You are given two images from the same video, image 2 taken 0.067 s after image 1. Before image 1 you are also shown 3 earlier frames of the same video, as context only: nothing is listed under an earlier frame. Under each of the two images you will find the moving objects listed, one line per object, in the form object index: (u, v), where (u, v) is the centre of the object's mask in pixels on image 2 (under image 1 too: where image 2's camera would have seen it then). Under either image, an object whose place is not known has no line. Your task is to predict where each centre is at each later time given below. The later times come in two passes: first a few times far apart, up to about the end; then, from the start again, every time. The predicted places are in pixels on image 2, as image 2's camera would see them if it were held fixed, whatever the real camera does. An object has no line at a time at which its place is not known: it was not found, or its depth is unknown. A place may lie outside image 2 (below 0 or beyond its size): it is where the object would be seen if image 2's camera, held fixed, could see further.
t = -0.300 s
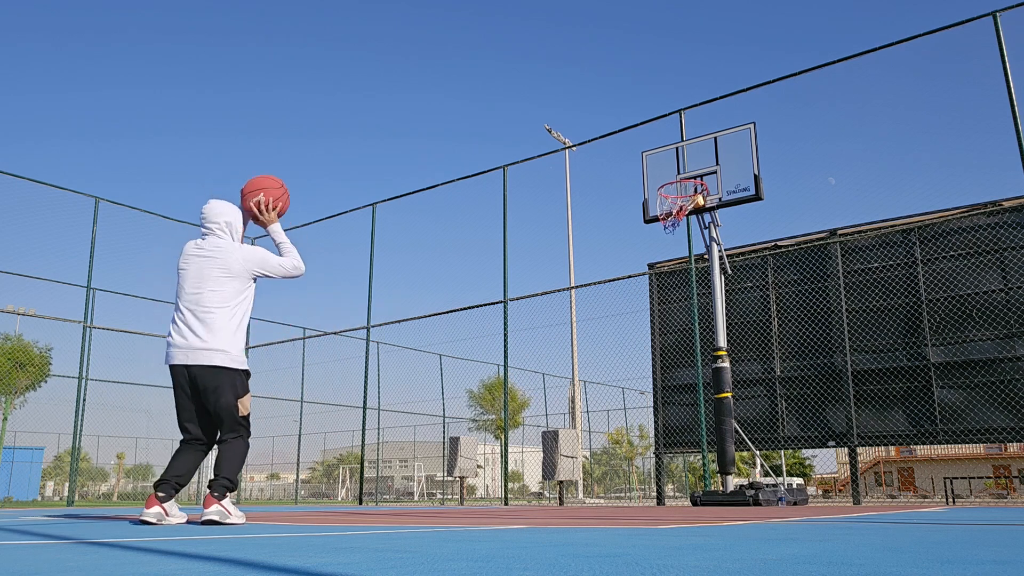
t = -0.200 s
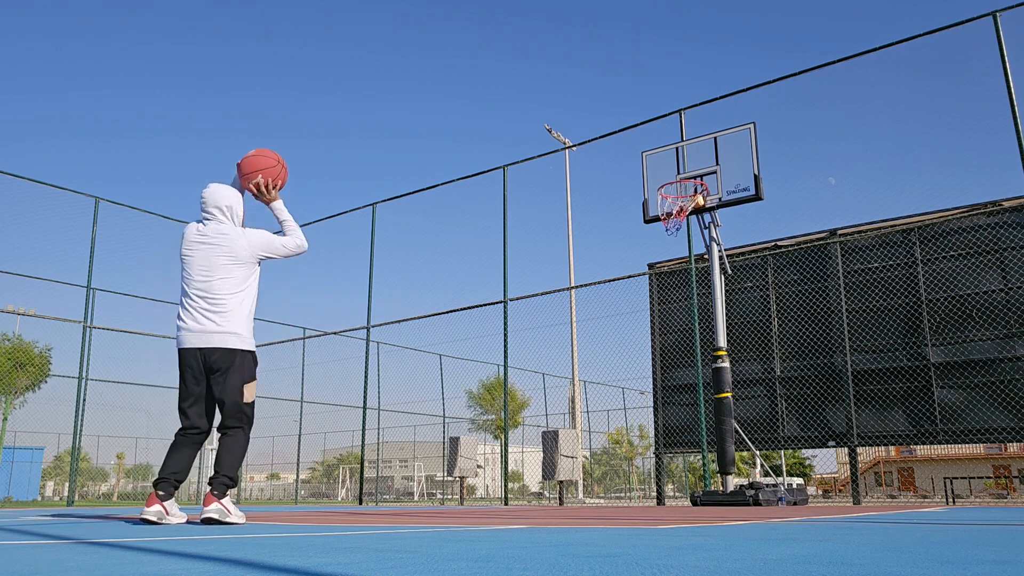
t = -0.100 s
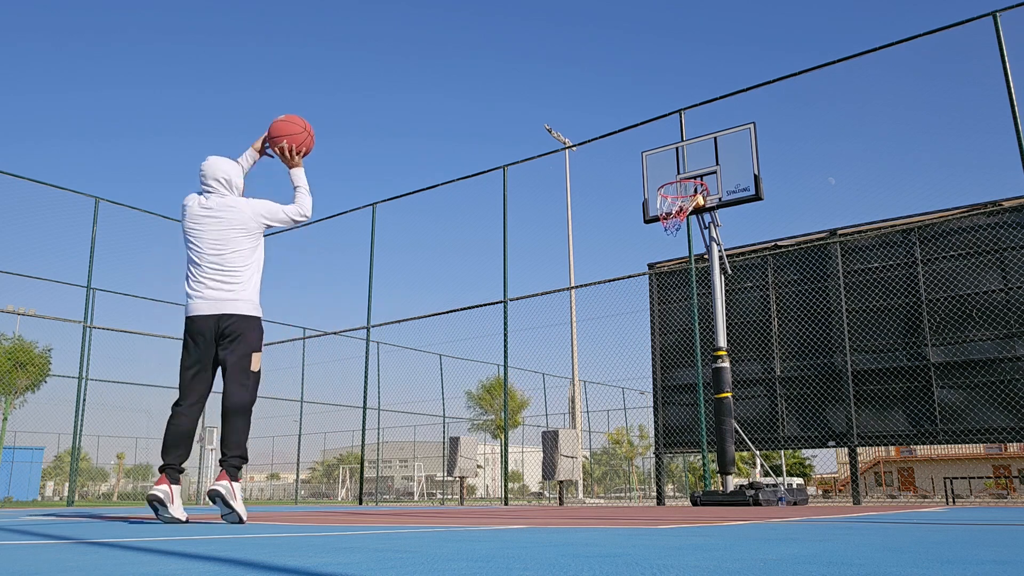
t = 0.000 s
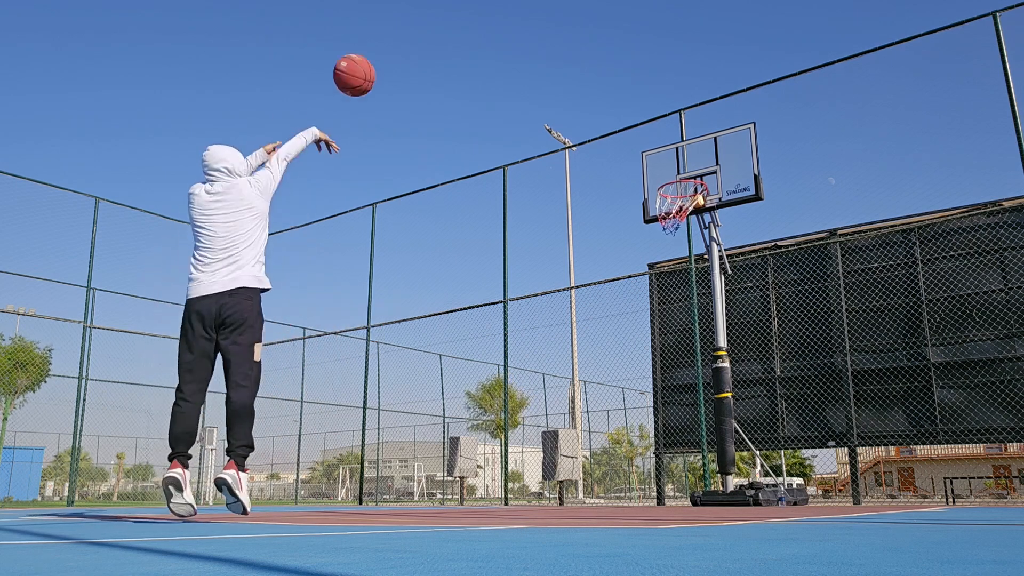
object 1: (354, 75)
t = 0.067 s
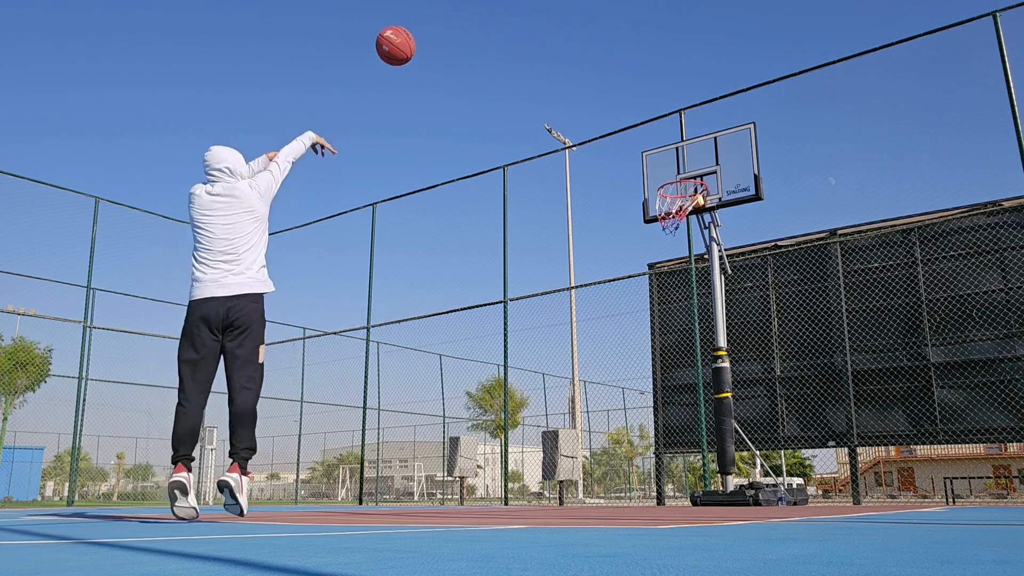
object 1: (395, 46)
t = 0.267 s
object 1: (491, 11)
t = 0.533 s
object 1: (582, 34)
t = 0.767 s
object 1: (642, 107)
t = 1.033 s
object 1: (696, 214)
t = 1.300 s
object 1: (694, 242)
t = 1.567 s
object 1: (688, 339)
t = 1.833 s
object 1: (680, 477)
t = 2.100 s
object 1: (644, 343)
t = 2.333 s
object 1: (614, 291)
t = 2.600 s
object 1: (582, 302)
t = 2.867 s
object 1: (549, 394)
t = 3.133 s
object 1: (513, 442)
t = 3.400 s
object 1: (475, 352)
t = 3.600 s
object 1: (448, 338)
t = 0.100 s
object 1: (414, 35)
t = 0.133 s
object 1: (431, 26)
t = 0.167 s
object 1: (448, 18)
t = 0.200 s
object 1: (463, 15)
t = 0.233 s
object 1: (478, 12)
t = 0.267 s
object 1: (491, 11)
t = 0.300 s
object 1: (504, 10)
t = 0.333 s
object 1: (517, 11)
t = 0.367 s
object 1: (529, 11)
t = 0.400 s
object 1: (540, 13)
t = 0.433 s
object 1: (551, 16)
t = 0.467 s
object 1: (562, 21)
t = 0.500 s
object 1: (572, 27)
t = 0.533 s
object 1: (582, 34)
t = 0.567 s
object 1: (591, 42)
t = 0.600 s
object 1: (600, 51)
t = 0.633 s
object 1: (609, 61)
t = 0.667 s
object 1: (618, 71)
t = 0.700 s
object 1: (626, 82)
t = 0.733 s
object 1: (635, 95)
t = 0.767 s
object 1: (642, 107)
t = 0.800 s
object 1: (650, 121)
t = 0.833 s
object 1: (658, 135)
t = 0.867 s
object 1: (665, 150)
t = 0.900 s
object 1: (672, 166)
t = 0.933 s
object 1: (680, 181)
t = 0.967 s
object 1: (687, 197)
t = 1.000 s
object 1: (695, 209)
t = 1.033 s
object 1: (696, 214)
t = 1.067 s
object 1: (699, 215)
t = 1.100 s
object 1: (700, 217)
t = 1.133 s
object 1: (699, 219)
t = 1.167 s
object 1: (698, 220)
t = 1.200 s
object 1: (696, 223)
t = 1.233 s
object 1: (697, 232)
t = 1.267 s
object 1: (695, 235)
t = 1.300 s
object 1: (694, 242)
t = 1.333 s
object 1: (693, 250)
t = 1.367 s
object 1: (693, 259)
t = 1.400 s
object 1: (692, 270)
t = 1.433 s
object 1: (691, 281)
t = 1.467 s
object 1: (690, 294)
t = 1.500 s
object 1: (690, 307)
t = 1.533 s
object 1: (689, 322)
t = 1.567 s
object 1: (688, 339)
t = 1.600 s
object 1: (688, 356)
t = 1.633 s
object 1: (687, 376)
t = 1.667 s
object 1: (686, 397)
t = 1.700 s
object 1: (686, 420)
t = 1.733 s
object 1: (685, 444)
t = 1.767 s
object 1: (685, 470)
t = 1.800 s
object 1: (684, 496)
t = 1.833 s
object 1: (680, 477)
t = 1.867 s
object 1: (675, 456)
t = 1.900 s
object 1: (671, 436)
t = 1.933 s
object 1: (666, 417)
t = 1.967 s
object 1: (662, 400)
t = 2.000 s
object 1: (657, 383)
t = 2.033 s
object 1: (653, 369)
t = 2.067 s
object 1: (648, 355)
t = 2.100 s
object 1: (644, 343)
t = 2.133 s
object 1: (639, 332)
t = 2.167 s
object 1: (635, 322)
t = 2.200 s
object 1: (631, 313)
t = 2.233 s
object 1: (627, 306)
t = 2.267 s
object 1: (622, 300)
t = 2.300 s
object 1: (618, 295)
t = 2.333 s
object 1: (614, 291)
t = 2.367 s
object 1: (610, 288)
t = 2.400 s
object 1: (606, 287)
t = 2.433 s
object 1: (602, 286)
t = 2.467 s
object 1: (598, 287)
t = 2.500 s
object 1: (594, 289)
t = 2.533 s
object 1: (590, 292)
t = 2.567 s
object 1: (586, 296)
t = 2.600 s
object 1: (582, 302)
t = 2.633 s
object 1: (577, 309)
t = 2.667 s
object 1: (574, 317)
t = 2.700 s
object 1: (570, 327)
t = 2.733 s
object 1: (565, 337)
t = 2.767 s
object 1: (561, 349)
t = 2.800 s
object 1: (557, 363)
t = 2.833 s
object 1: (553, 378)
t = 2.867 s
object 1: (549, 394)
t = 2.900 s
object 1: (544, 413)
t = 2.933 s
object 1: (540, 432)
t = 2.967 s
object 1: (536, 454)
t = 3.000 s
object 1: (531, 477)
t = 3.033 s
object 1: (527, 498)
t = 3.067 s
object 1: (522, 478)
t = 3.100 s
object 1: (517, 459)
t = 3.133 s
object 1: (513, 442)
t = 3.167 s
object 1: (508, 426)
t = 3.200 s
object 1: (503, 411)
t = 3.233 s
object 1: (498, 398)
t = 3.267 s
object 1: (494, 386)
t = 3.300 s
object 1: (489, 376)
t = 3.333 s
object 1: (484, 366)
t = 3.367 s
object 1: (480, 358)
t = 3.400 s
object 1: (475, 352)
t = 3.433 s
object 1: (471, 346)
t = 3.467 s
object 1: (466, 342)
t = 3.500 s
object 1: (462, 339)
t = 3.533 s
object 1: (457, 338)
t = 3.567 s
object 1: (453, 338)
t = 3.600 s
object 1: (448, 338)
